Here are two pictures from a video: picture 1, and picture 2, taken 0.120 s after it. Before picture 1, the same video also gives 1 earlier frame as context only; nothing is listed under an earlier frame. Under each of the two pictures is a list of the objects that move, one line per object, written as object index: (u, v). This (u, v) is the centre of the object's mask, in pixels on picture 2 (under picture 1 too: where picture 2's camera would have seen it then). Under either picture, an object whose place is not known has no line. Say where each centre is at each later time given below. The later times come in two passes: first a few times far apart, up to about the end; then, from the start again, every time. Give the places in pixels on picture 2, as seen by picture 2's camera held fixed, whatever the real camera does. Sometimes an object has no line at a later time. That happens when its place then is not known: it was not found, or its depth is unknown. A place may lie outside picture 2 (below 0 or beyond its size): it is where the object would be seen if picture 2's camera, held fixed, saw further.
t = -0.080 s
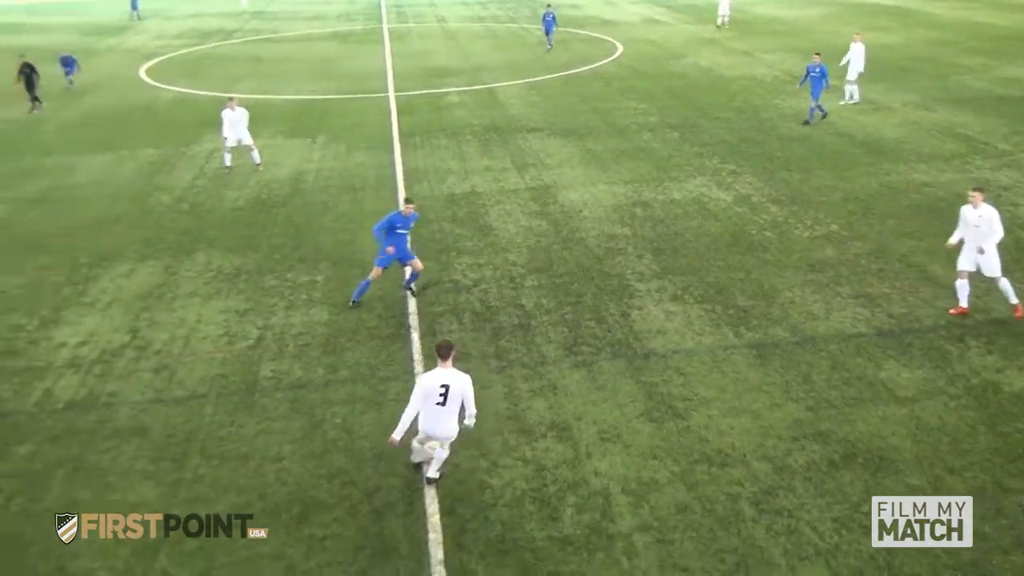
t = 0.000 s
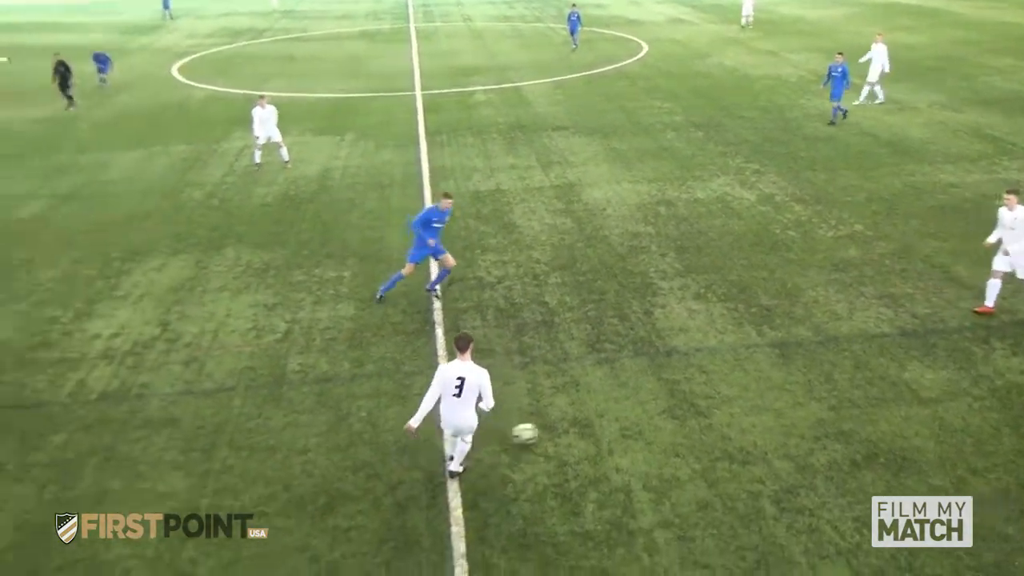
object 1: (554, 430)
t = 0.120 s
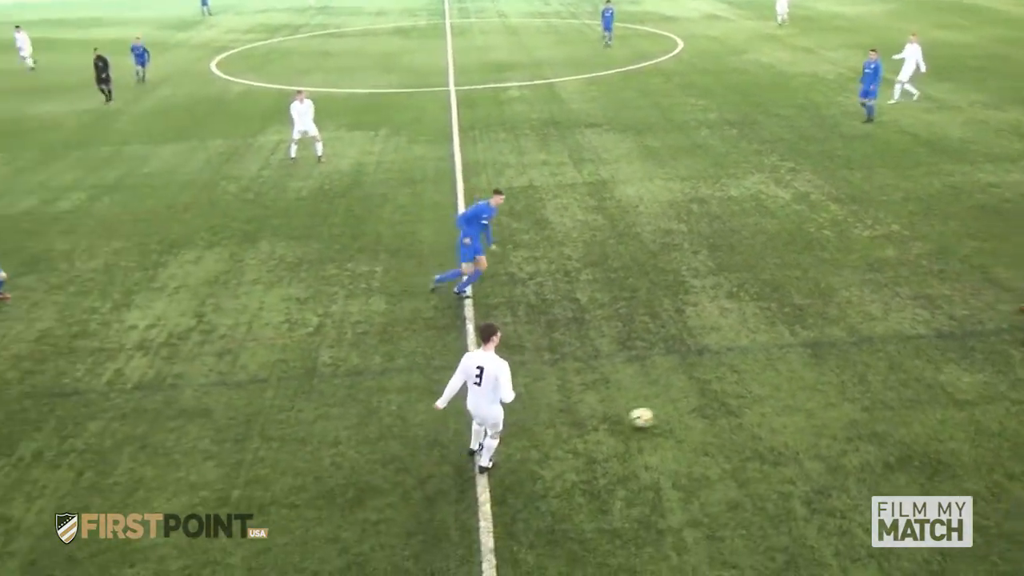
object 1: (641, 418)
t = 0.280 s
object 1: (740, 402)
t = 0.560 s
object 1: (870, 382)
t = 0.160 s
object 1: (668, 414)
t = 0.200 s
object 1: (692, 408)
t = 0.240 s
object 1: (716, 405)
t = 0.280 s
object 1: (740, 402)
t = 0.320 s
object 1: (762, 400)
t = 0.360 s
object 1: (782, 396)
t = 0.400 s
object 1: (801, 391)
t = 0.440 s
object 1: (820, 388)
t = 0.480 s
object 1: (838, 388)
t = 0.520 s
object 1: (854, 386)
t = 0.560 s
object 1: (870, 382)
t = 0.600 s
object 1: (885, 380)
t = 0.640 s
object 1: (899, 378)
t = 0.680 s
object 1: (913, 377)
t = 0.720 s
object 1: (925, 374)
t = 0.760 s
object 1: (938, 373)
